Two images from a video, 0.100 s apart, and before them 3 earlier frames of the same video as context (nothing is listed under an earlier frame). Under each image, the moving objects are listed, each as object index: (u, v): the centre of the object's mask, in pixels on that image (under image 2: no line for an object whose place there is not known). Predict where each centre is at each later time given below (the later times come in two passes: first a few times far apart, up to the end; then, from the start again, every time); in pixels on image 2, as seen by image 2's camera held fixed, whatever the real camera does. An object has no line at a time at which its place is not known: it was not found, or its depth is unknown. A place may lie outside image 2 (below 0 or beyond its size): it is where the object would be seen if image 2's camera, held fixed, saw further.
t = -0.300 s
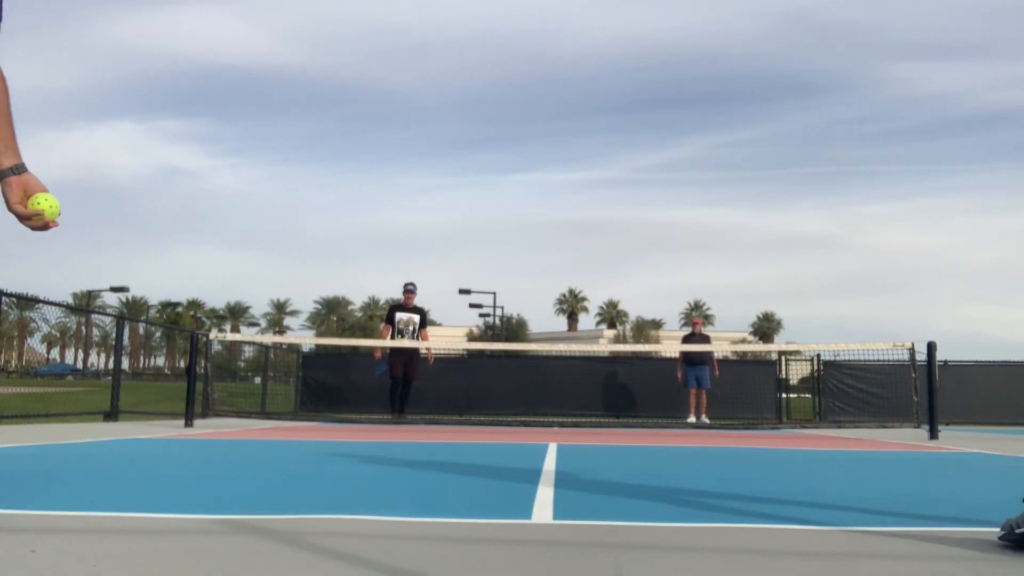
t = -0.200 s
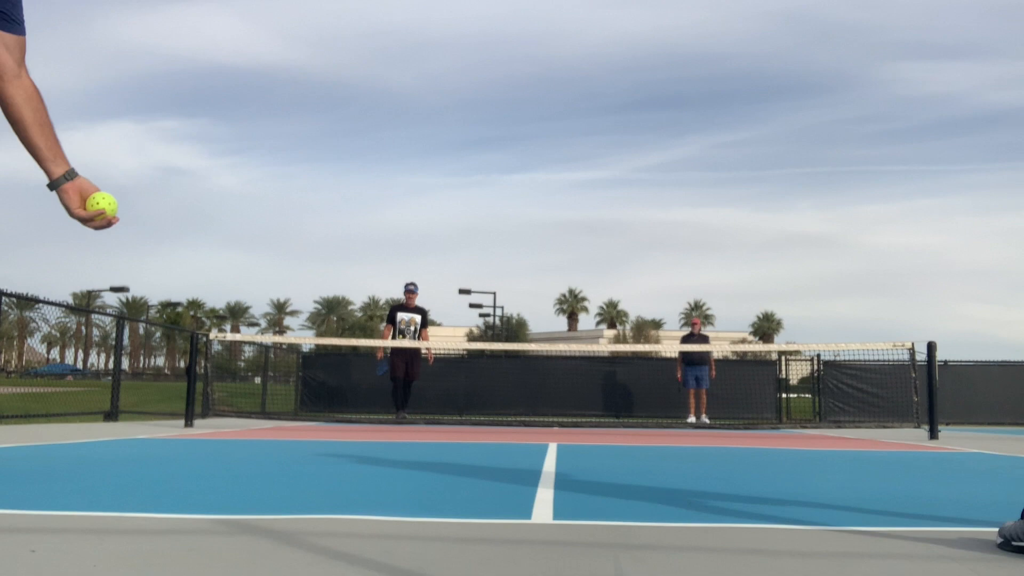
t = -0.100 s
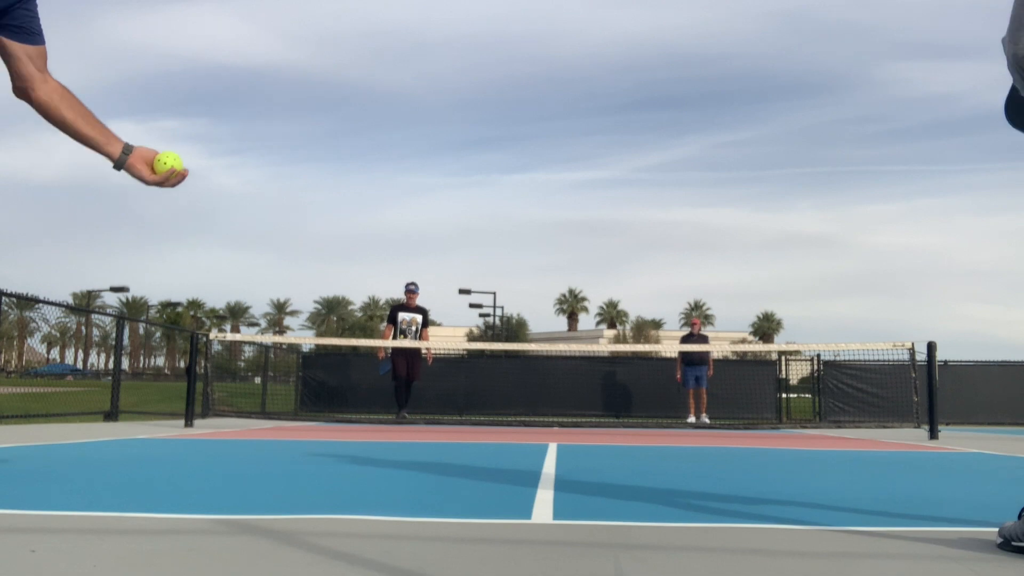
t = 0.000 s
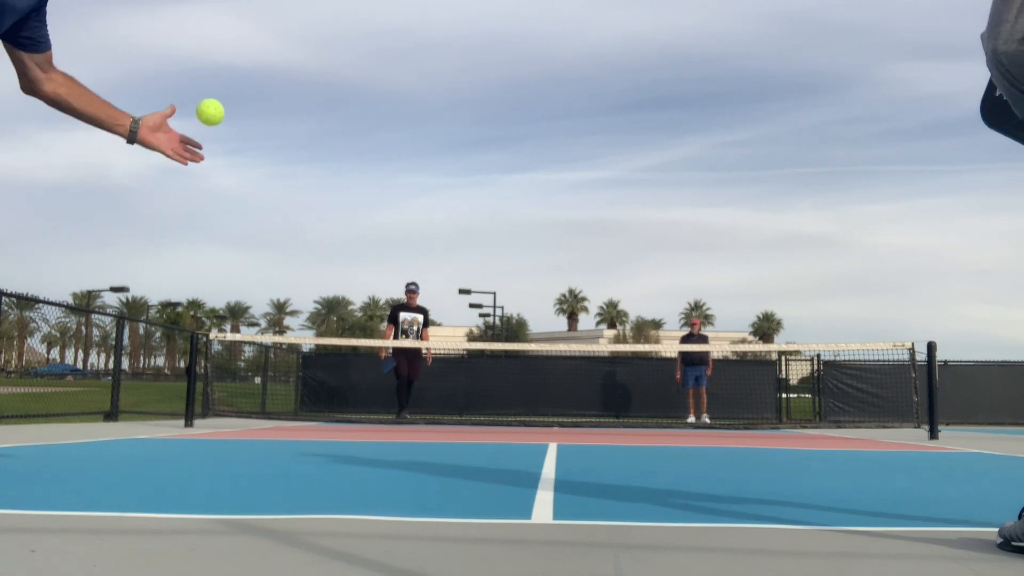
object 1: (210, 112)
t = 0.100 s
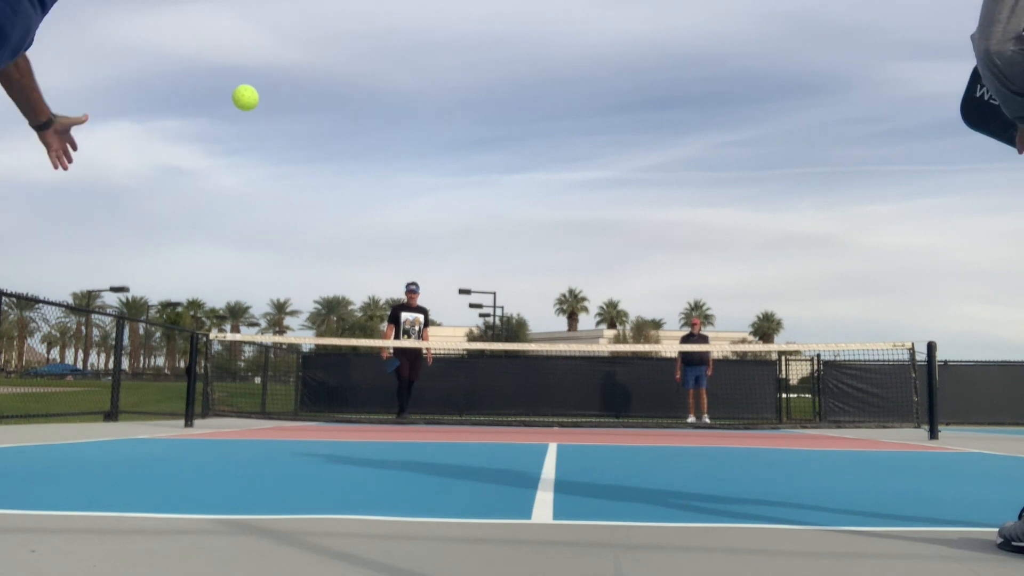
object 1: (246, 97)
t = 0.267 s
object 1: (294, 144)
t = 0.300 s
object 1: (302, 162)
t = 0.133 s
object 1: (256, 100)
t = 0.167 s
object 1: (266, 106)
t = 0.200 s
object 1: (276, 116)
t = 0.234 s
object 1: (285, 128)
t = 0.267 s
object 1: (294, 144)
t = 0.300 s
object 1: (302, 162)
